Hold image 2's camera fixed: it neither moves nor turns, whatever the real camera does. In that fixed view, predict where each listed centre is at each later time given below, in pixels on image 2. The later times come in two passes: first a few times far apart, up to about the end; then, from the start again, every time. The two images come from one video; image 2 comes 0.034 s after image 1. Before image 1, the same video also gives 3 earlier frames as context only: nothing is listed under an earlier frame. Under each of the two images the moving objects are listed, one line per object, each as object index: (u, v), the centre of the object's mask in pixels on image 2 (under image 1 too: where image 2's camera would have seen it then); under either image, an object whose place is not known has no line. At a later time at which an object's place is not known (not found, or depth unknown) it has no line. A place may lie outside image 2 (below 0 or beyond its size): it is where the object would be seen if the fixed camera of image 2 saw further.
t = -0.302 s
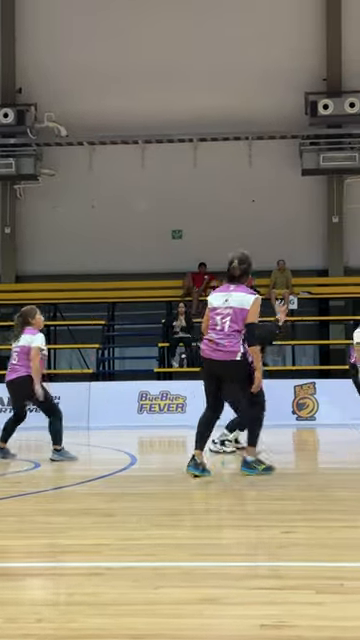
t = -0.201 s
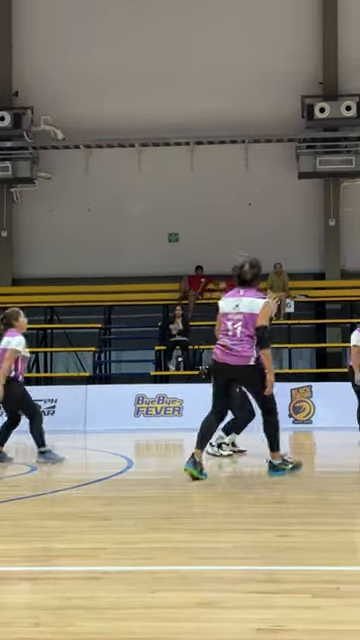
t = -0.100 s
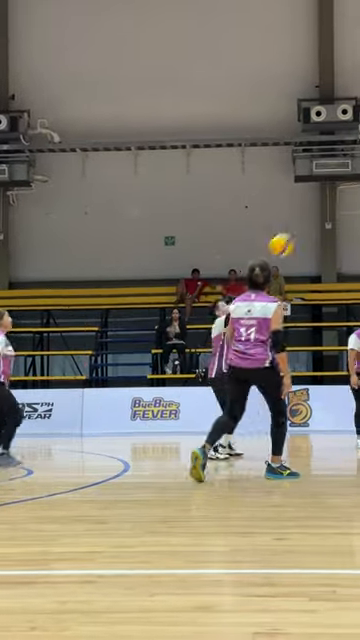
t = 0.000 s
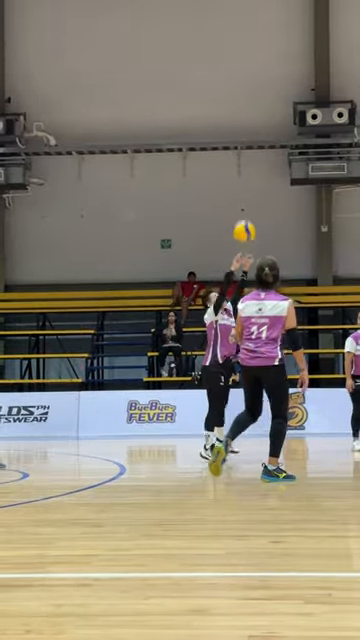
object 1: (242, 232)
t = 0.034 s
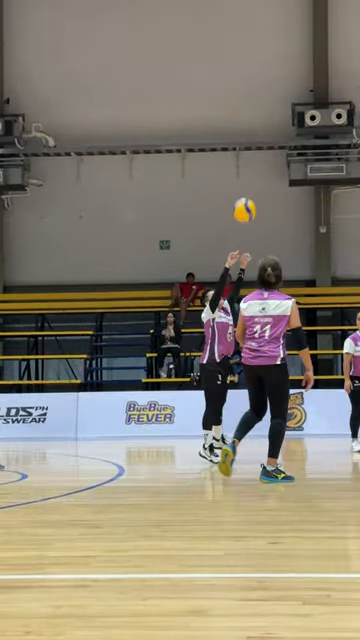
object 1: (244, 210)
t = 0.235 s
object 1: (252, 94)
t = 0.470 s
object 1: (265, 7)
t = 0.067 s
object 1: (246, 189)
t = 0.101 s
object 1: (247, 168)
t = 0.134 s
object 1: (248, 148)
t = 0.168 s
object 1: (249, 129)
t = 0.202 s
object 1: (251, 111)
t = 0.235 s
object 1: (252, 94)
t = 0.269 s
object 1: (253, 79)
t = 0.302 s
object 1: (254, 64)
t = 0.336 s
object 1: (257, 51)
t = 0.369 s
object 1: (259, 39)
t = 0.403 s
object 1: (261, 27)
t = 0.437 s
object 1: (262, 18)
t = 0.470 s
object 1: (265, 7)
